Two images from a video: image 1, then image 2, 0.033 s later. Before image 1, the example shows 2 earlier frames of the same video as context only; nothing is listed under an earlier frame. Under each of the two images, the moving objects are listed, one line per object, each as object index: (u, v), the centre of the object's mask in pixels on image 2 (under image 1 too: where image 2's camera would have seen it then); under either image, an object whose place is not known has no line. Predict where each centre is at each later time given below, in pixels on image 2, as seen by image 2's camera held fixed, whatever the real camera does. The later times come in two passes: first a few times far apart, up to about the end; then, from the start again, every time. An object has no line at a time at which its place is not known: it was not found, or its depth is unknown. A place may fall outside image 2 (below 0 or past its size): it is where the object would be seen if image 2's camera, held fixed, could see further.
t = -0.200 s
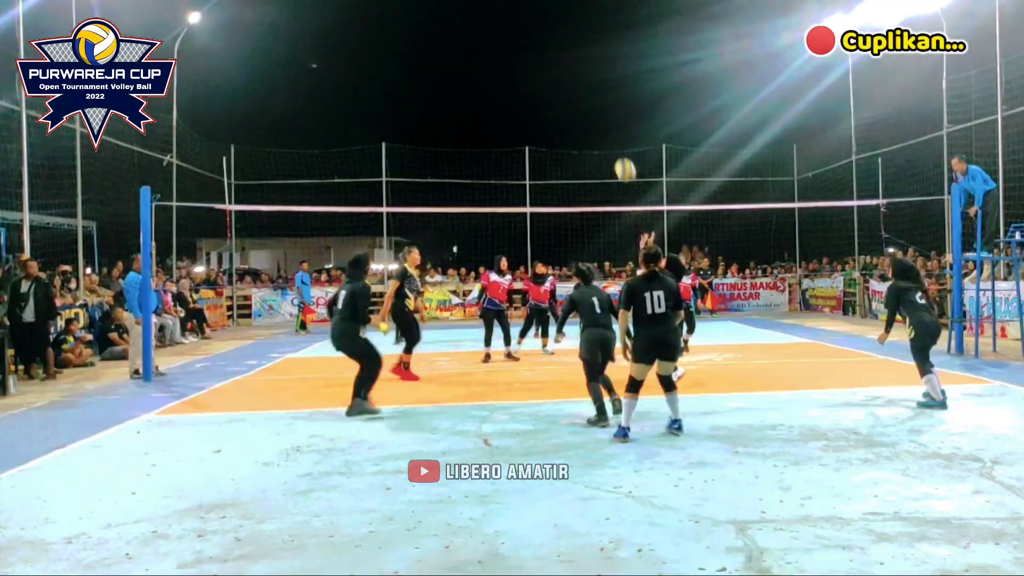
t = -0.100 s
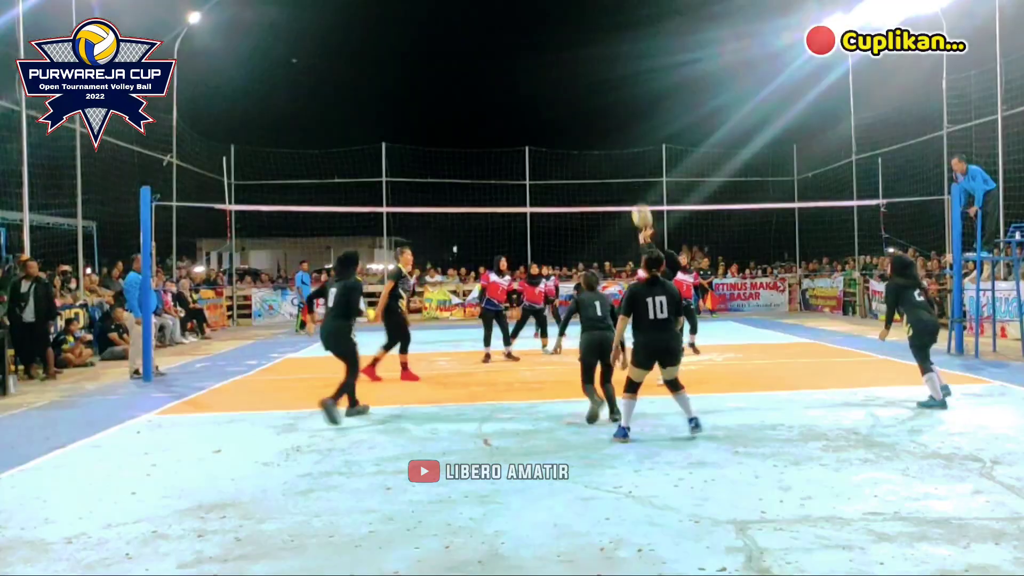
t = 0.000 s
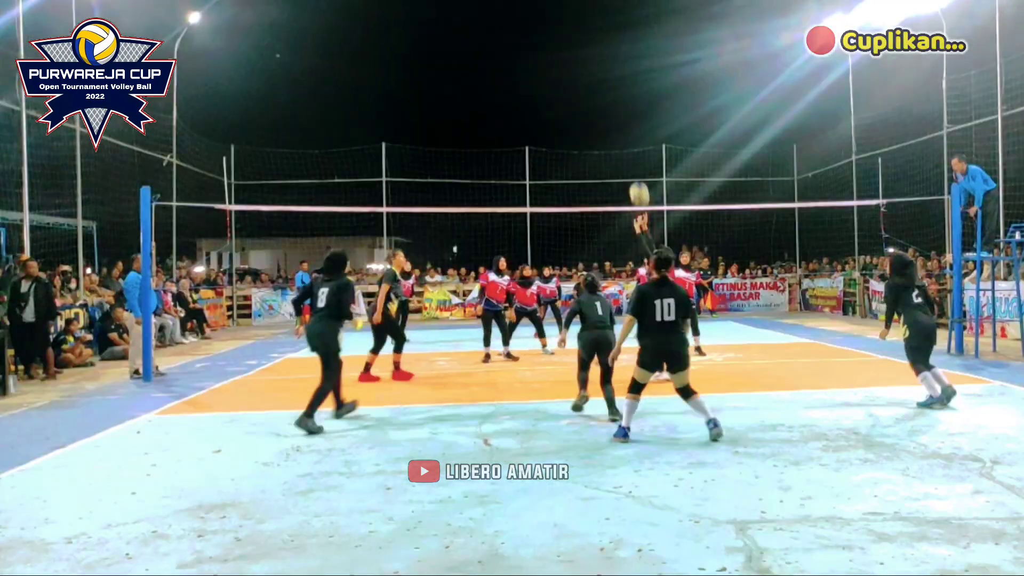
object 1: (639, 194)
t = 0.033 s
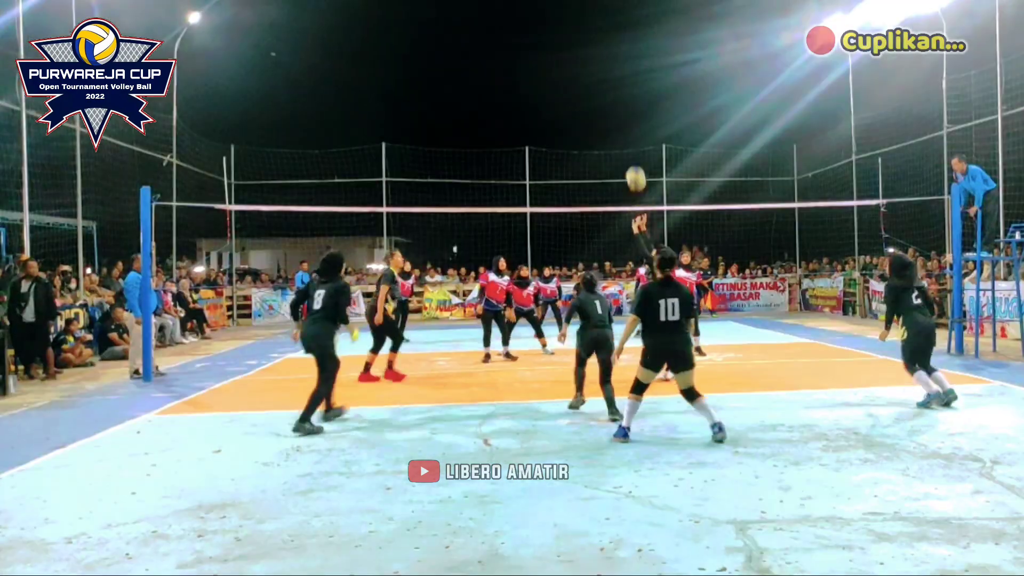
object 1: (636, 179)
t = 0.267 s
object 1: (612, 97)
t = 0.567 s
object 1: (584, 58)
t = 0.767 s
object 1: (567, 73)
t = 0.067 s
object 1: (632, 164)
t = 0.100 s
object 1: (629, 150)
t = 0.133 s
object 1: (626, 138)
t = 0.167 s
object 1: (622, 126)
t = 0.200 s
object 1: (619, 115)
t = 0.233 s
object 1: (615, 106)
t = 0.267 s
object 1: (612, 97)
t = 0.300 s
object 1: (609, 89)
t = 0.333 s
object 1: (605, 82)
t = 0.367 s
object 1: (602, 76)
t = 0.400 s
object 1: (599, 71)
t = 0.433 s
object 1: (596, 66)
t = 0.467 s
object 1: (593, 63)
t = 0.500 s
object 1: (590, 61)
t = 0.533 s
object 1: (587, 59)
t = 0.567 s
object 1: (584, 58)
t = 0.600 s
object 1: (581, 59)
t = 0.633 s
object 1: (578, 60)
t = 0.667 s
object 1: (576, 62)
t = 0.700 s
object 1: (573, 64)
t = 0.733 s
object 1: (570, 68)
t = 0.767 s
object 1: (567, 73)
